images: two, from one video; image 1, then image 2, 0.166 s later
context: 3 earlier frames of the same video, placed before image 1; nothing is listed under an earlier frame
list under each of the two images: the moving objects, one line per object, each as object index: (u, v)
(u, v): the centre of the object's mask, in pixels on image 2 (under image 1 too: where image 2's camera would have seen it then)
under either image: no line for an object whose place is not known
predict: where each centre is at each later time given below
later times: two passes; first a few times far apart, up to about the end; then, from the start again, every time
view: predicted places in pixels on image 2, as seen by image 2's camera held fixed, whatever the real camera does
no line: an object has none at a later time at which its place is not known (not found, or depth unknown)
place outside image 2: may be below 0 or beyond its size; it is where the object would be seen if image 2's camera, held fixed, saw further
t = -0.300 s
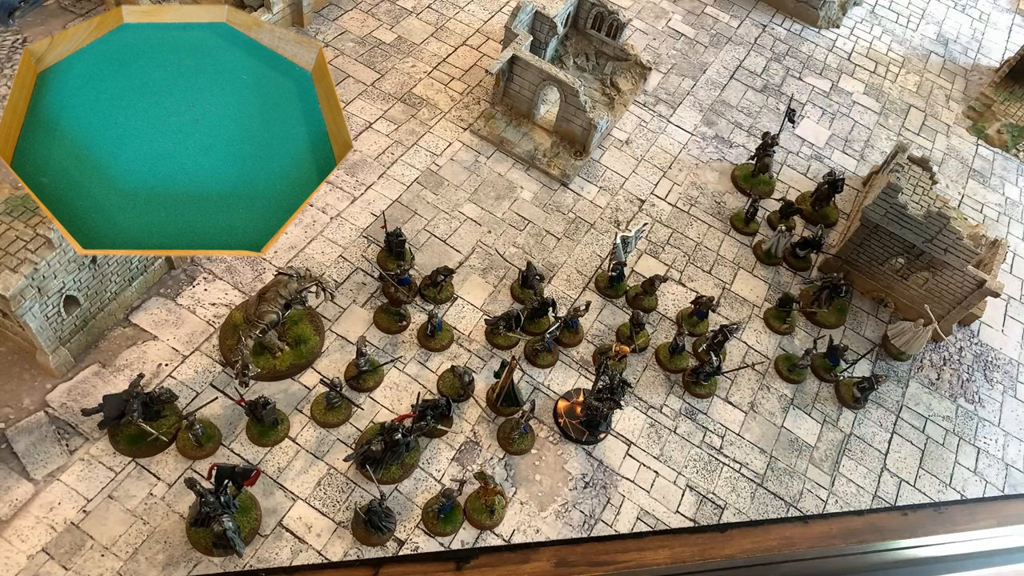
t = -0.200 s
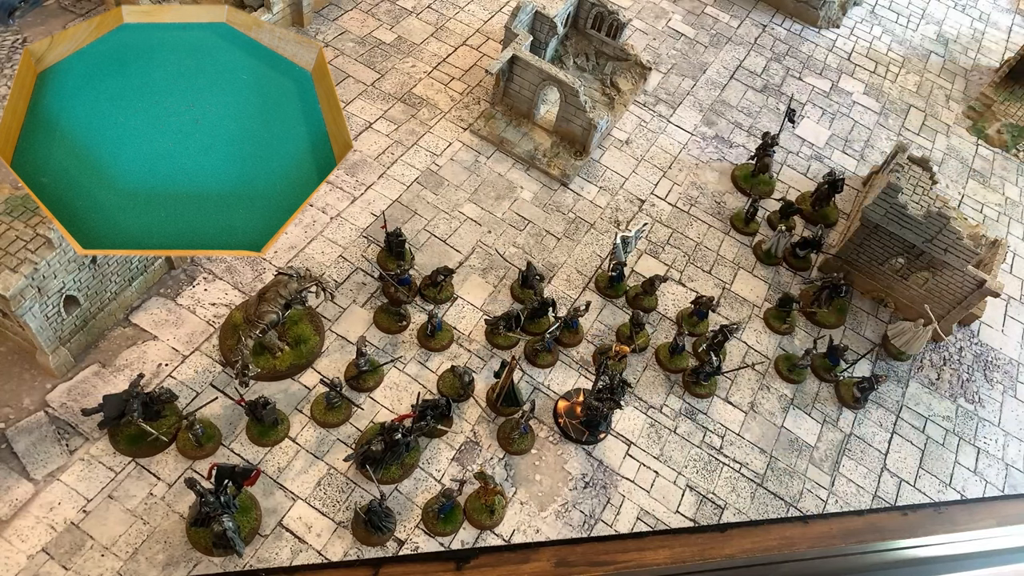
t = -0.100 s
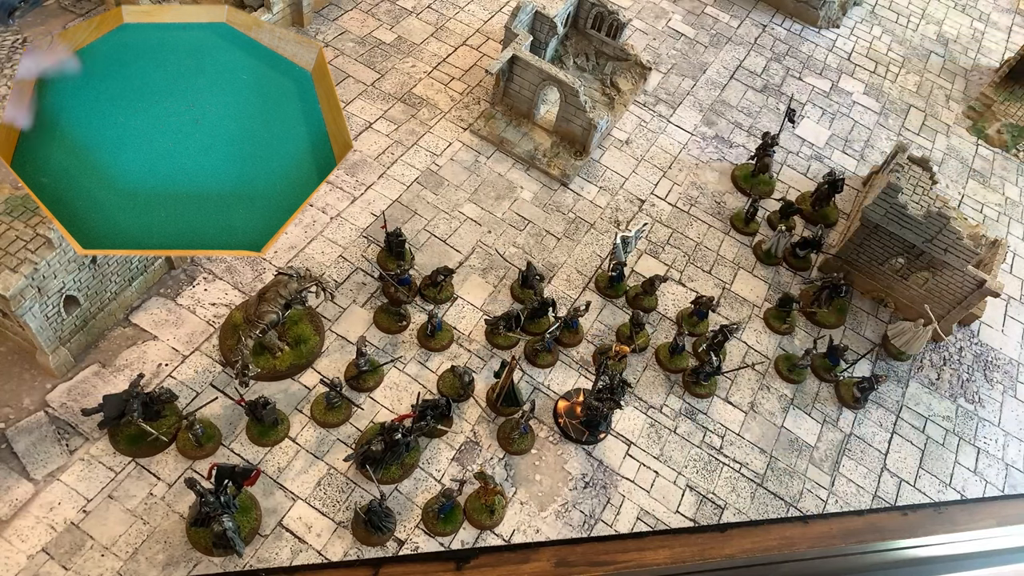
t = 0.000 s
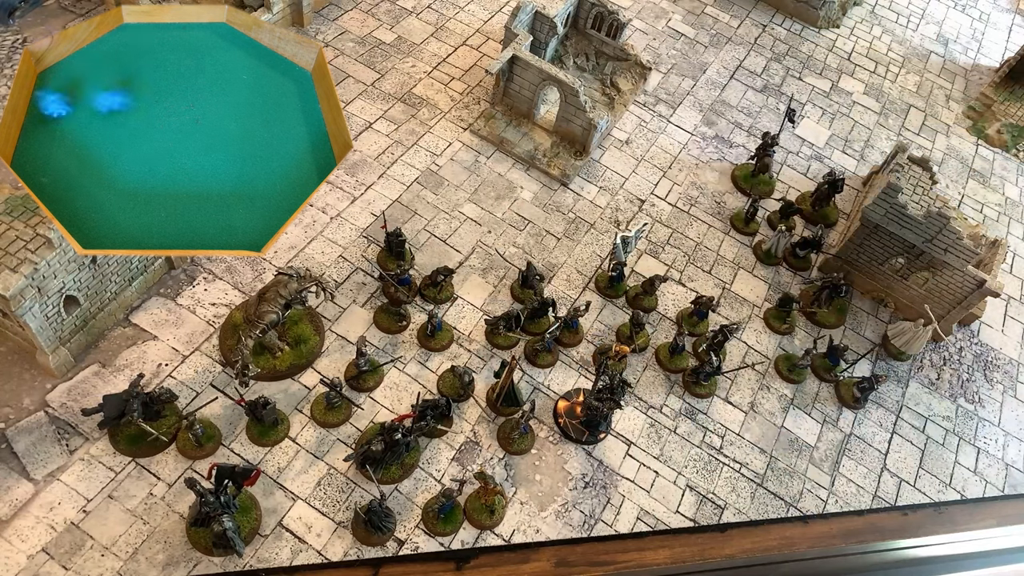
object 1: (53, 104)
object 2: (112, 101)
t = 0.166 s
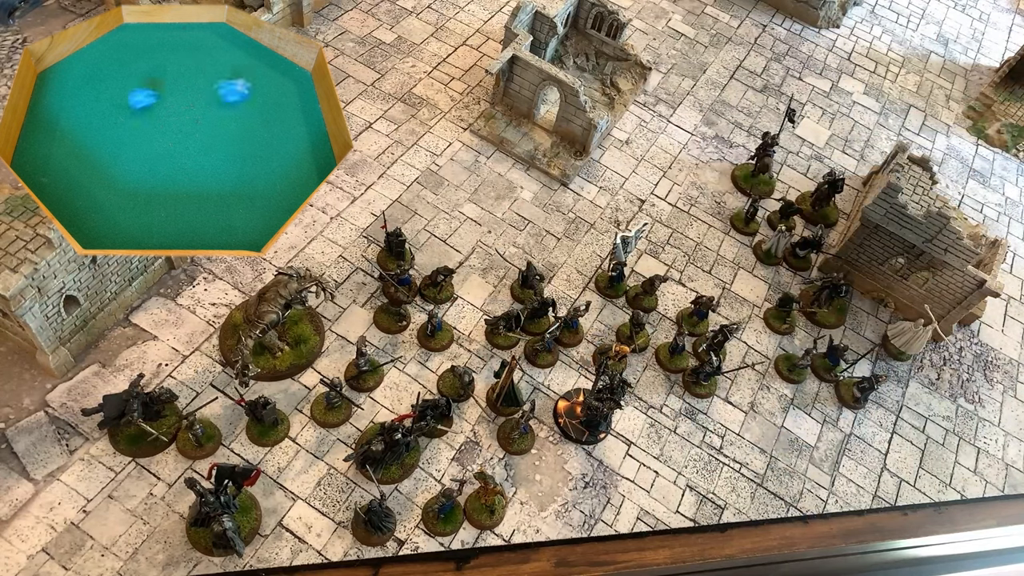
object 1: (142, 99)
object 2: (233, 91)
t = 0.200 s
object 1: (155, 95)
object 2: (252, 89)
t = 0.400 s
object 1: (225, 79)
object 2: (310, 102)
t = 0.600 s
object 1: (273, 83)
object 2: (312, 115)
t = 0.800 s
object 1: (272, 84)
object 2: (312, 115)
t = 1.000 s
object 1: (272, 84)
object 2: (312, 115)
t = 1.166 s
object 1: (272, 84)
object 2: (312, 115)
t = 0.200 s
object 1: (155, 95)
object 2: (252, 89)
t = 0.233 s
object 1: (168, 92)
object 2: (269, 89)
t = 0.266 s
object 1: (182, 88)
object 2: (282, 91)
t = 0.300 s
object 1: (192, 84)
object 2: (293, 92)
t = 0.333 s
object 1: (204, 80)
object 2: (300, 95)
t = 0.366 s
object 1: (215, 79)
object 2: (307, 98)
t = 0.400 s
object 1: (225, 79)
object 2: (310, 102)
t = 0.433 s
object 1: (236, 81)
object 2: (311, 106)
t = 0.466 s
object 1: (246, 83)
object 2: (312, 109)
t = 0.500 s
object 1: (255, 83)
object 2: (311, 111)
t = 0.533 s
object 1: (263, 83)
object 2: (312, 112)
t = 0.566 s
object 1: (269, 83)
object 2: (313, 114)
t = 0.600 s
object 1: (273, 83)
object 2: (312, 115)
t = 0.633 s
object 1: (273, 83)
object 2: (312, 115)
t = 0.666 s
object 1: (272, 84)
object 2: (312, 115)
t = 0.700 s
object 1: (272, 83)
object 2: (312, 115)
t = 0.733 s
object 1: (272, 84)
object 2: (312, 115)
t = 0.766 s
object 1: (272, 84)
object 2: (312, 115)
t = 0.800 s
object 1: (272, 84)
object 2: (312, 115)
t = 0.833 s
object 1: (272, 84)
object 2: (312, 115)
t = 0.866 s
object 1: (272, 84)
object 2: (312, 115)
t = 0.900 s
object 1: (272, 84)
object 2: (312, 115)
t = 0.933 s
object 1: (272, 84)
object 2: (312, 115)
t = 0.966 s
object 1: (272, 84)
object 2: (312, 115)
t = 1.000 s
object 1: (272, 84)
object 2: (312, 115)
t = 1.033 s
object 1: (272, 84)
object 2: (312, 115)
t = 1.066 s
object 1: (272, 84)
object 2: (312, 115)
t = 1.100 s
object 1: (272, 84)
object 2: (312, 115)
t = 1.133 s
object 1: (272, 84)
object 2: (312, 115)
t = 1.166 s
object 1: (272, 84)
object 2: (312, 115)
